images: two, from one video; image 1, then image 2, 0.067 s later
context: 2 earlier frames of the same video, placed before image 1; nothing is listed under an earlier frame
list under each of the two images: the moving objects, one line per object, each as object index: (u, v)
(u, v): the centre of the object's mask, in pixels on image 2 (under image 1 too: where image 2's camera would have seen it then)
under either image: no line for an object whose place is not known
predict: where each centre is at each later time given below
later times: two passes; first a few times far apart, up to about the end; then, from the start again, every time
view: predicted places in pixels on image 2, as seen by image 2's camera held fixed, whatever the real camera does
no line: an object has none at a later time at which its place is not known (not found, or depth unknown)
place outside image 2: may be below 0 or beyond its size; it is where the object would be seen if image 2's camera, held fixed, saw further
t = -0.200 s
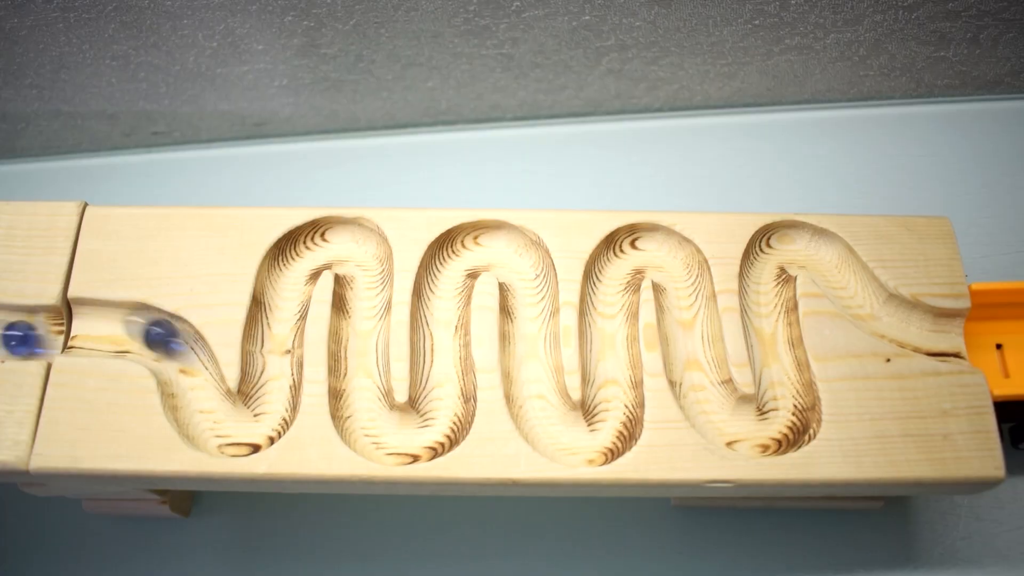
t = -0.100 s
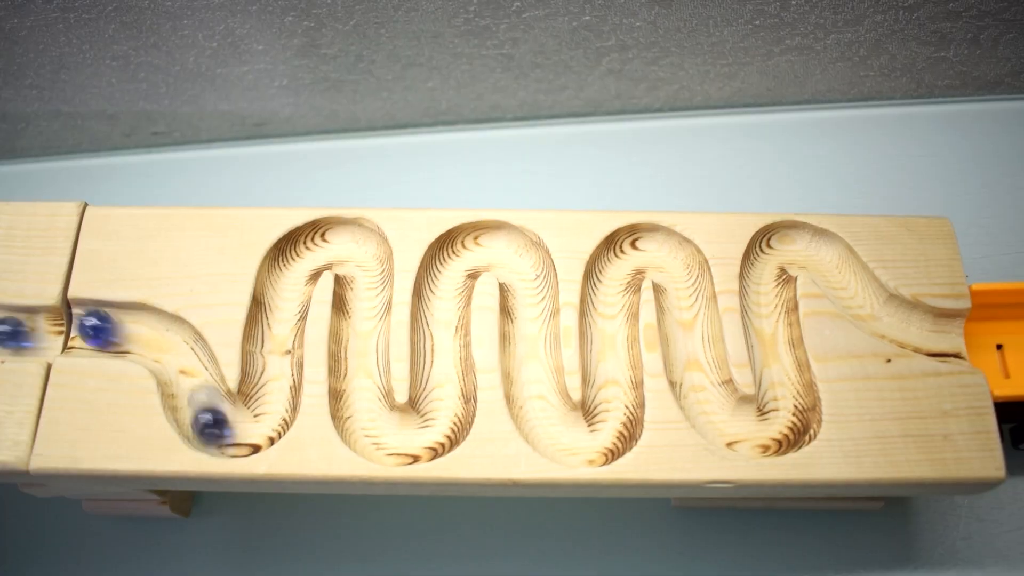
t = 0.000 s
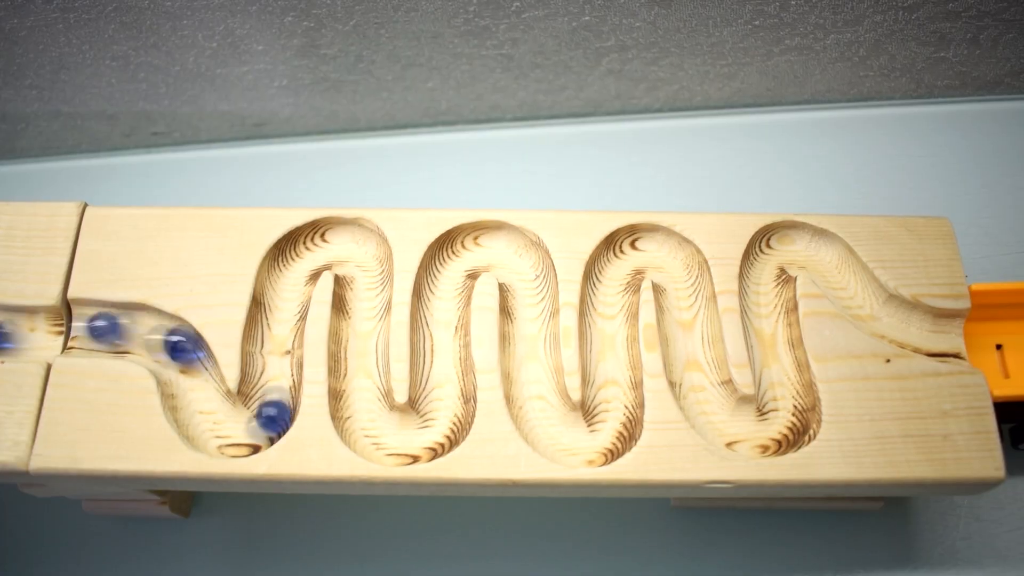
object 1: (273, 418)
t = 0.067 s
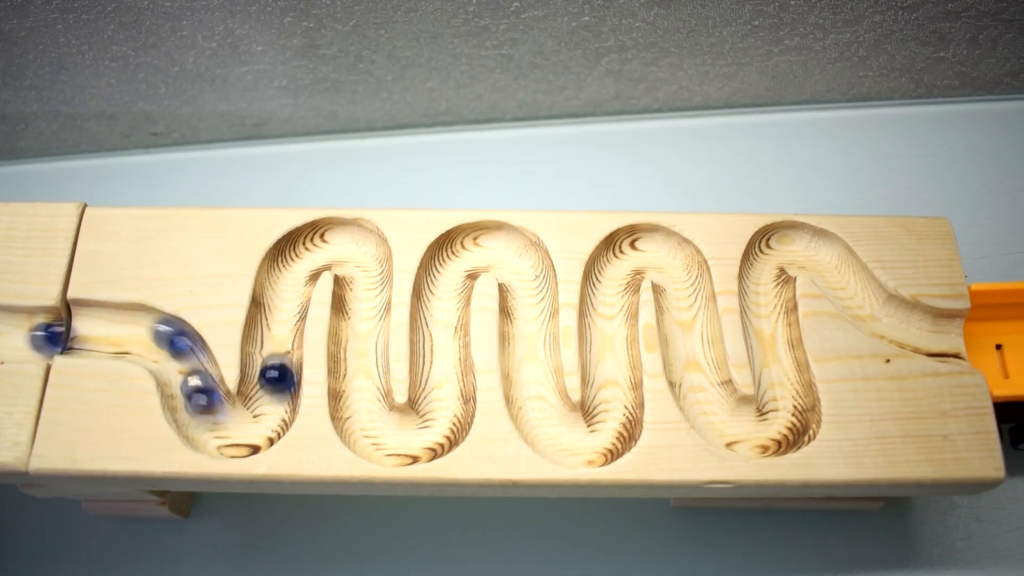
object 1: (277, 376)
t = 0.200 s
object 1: (281, 315)
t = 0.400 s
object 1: (331, 241)
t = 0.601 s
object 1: (366, 333)
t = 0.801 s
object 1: (396, 447)
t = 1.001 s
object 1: (436, 367)
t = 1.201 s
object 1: (441, 277)
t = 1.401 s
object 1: (532, 272)
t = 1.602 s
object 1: (540, 401)
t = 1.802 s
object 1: (621, 401)
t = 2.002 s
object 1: (619, 282)
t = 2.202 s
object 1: (690, 283)
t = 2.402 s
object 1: (715, 407)
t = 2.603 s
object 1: (794, 398)
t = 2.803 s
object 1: (772, 305)
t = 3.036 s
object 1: (820, 254)
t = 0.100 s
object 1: (279, 360)
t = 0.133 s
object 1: (280, 343)
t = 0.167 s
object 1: (280, 330)
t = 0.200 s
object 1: (281, 315)
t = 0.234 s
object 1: (285, 300)
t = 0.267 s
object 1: (290, 286)
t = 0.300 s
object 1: (299, 272)
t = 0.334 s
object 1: (305, 257)
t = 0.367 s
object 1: (314, 243)
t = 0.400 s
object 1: (331, 241)
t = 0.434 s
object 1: (354, 243)
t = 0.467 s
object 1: (369, 250)
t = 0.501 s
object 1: (373, 270)
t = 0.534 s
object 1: (372, 292)
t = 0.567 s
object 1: (369, 312)
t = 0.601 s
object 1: (366, 333)
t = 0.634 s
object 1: (361, 356)
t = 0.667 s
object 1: (359, 375)
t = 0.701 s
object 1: (361, 396)
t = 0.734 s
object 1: (370, 419)
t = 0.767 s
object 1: (383, 443)
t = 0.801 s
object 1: (396, 447)
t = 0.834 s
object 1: (416, 440)
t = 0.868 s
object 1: (440, 432)
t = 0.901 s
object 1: (451, 416)
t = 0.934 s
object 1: (446, 398)
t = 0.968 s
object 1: (439, 382)
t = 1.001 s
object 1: (436, 367)
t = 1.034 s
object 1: (440, 349)
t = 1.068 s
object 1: (446, 334)
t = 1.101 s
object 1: (451, 317)
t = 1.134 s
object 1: (448, 302)
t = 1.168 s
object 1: (442, 290)
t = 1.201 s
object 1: (441, 277)
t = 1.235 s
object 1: (448, 266)
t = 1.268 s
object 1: (461, 257)
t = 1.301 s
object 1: (479, 248)
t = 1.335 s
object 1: (503, 242)
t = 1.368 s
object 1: (519, 252)
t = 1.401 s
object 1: (532, 272)
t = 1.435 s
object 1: (539, 290)
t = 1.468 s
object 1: (533, 314)
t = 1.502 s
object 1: (528, 334)
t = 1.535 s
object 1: (527, 356)
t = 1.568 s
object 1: (532, 381)
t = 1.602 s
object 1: (540, 401)
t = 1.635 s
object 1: (552, 424)
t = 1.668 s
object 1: (567, 446)
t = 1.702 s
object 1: (584, 450)
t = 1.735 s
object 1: (609, 440)
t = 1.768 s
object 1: (622, 424)
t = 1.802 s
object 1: (621, 401)
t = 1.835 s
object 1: (615, 379)
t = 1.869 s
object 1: (612, 358)
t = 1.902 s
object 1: (611, 339)
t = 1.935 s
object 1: (612, 319)
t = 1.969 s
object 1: (615, 299)
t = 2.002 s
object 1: (619, 282)
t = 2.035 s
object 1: (624, 263)
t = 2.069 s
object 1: (630, 245)
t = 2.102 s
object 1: (646, 244)
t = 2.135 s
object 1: (669, 254)
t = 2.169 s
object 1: (687, 264)
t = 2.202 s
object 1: (690, 283)
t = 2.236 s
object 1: (689, 303)
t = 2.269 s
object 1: (690, 326)
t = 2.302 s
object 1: (694, 342)
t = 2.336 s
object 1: (700, 365)
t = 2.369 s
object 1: (708, 388)
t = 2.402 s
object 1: (715, 407)
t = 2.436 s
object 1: (727, 431)
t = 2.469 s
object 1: (740, 437)
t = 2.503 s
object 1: (755, 435)
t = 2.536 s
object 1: (780, 428)
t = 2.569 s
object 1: (798, 416)
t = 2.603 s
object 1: (794, 398)
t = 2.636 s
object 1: (782, 380)
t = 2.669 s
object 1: (777, 366)
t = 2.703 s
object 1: (776, 349)
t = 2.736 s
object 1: (777, 333)
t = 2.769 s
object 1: (777, 319)
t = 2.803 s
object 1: (772, 305)
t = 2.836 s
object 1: (766, 290)
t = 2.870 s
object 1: (763, 278)
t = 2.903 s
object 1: (766, 266)
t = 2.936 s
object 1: (774, 255)
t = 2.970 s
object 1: (786, 244)
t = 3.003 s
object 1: (803, 243)
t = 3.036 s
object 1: (820, 254)
